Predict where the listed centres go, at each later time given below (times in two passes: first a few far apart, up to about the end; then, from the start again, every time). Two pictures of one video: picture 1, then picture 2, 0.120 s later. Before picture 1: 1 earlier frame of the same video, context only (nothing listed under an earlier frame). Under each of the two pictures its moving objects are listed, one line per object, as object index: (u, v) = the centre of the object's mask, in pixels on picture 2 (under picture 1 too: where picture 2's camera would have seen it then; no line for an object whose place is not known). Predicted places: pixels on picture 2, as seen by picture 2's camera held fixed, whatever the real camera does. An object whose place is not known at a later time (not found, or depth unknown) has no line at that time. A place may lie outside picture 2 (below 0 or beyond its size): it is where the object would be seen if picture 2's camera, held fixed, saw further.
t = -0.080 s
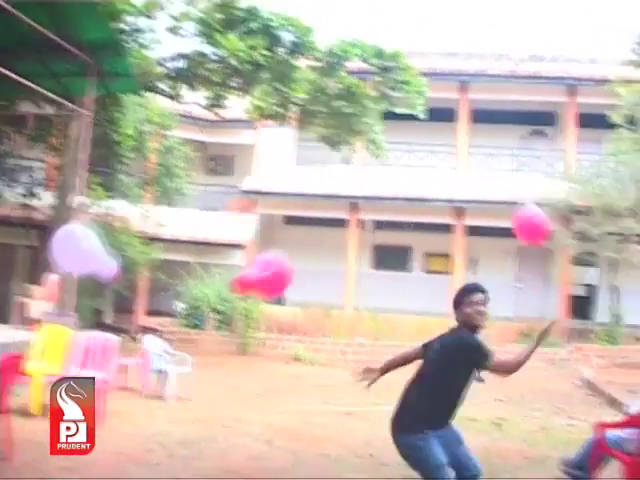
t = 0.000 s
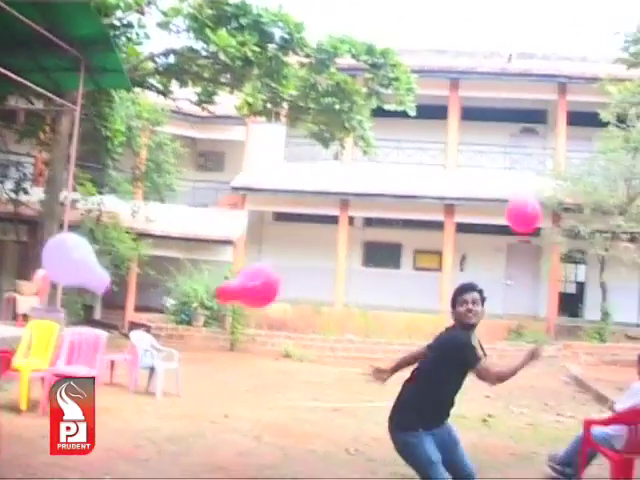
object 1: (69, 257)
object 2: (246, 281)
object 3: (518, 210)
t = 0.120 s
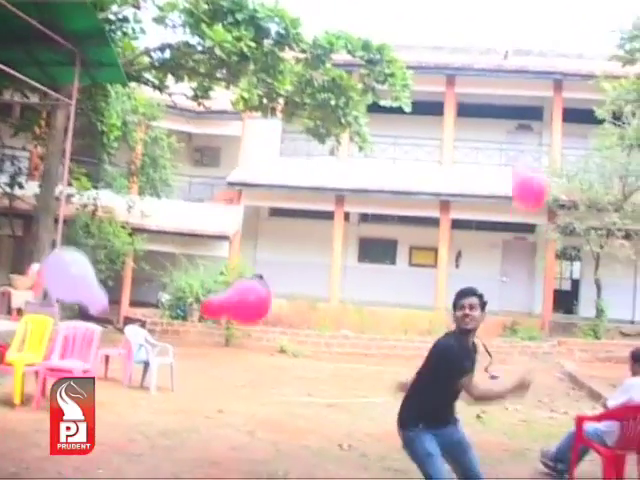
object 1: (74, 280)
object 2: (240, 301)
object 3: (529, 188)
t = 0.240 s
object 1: (79, 302)
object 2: (233, 324)
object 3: (539, 154)
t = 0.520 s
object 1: (96, 358)
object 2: (218, 375)
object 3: (558, 127)
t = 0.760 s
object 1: (117, 413)
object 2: (205, 421)
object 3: (565, 129)
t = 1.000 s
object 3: (564, 132)
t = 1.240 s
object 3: (566, 146)
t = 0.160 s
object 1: (75, 287)
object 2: (238, 310)
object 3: (534, 180)
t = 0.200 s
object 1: (76, 295)
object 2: (235, 317)
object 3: (538, 163)
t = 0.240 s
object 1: (79, 302)
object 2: (233, 324)
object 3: (539, 154)
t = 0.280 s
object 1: (81, 310)
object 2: (231, 331)
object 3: (543, 145)
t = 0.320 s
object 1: (84, 318)
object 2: (229, 337)
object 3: (546, 139)
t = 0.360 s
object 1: (85, 325)
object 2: (226, 345)
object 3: (549, 135)
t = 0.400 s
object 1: (89, 336)
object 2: (224, 353)
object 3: (552, 131)
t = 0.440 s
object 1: (93, 345)
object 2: (222, 361)
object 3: (555, 128)
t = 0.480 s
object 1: (94, 352)
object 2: (220, 369)
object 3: (556, 127)
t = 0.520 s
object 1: (96, 358)
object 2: (218, 375)
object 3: (558, 127)
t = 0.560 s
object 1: (102, 370)
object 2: (216, 383)
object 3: (560, 127)
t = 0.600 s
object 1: (105, 378)
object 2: (214, 391)
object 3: (561, 127)
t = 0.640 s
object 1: (107, 385)
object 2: (211, 399)
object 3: (562, 128)
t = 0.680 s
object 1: (110, 395)
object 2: (209, 407)
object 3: (563, 128)
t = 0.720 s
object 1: (113, 402)
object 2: (208, 413)
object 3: (564, 129)
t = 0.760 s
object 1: (117, 413)
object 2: (205, 421)
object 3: (565, 129)
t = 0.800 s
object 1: (121, 421)
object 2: (203, 427)
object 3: (566, 130)
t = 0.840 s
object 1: (124, 429)
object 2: (199, 435)
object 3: (566, 129)
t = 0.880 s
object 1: (126, 437)
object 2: (196, 441)
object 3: (566, 129)
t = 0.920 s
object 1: (132, 446)
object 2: (196, 448)
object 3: (565, 129)
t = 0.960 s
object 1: (134, 455)
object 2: (196, 455)
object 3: (565, 130)
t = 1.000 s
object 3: (564, 132)
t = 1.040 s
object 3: (564, 133)
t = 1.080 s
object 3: (565, 137)
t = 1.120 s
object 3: (565, 139)
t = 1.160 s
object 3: (565, 142)
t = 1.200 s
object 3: (565, 143)
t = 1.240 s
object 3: (566, 146)
